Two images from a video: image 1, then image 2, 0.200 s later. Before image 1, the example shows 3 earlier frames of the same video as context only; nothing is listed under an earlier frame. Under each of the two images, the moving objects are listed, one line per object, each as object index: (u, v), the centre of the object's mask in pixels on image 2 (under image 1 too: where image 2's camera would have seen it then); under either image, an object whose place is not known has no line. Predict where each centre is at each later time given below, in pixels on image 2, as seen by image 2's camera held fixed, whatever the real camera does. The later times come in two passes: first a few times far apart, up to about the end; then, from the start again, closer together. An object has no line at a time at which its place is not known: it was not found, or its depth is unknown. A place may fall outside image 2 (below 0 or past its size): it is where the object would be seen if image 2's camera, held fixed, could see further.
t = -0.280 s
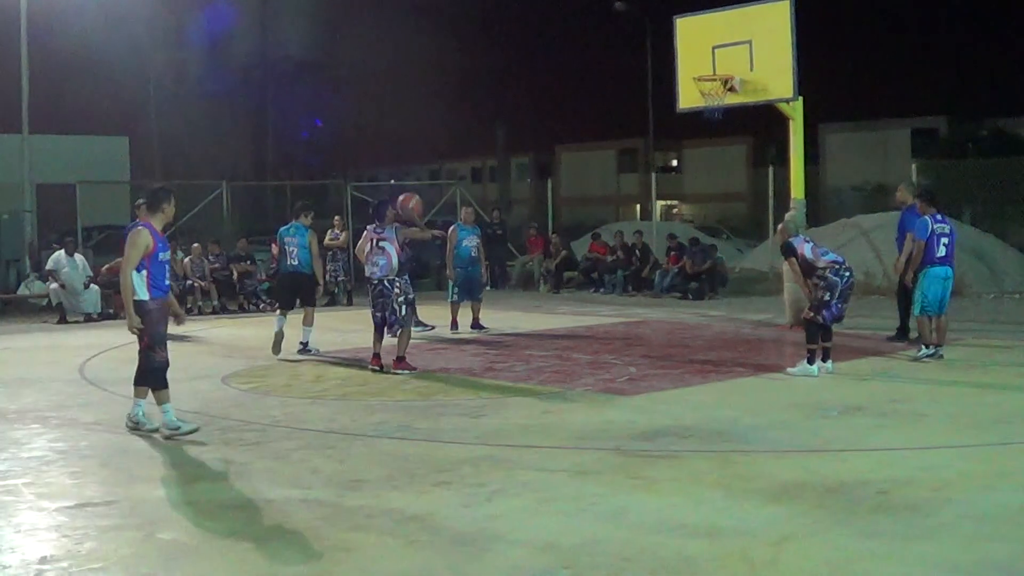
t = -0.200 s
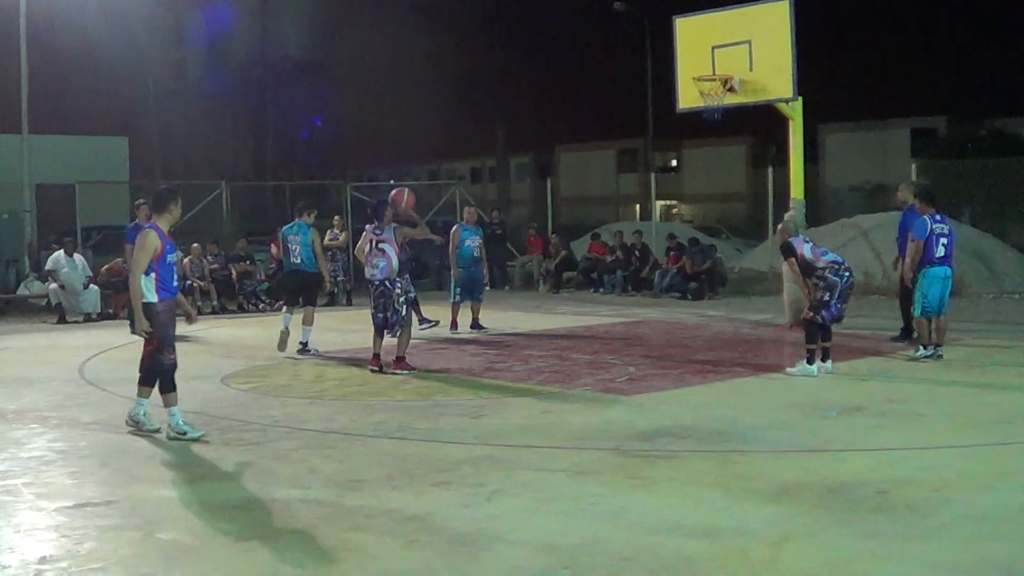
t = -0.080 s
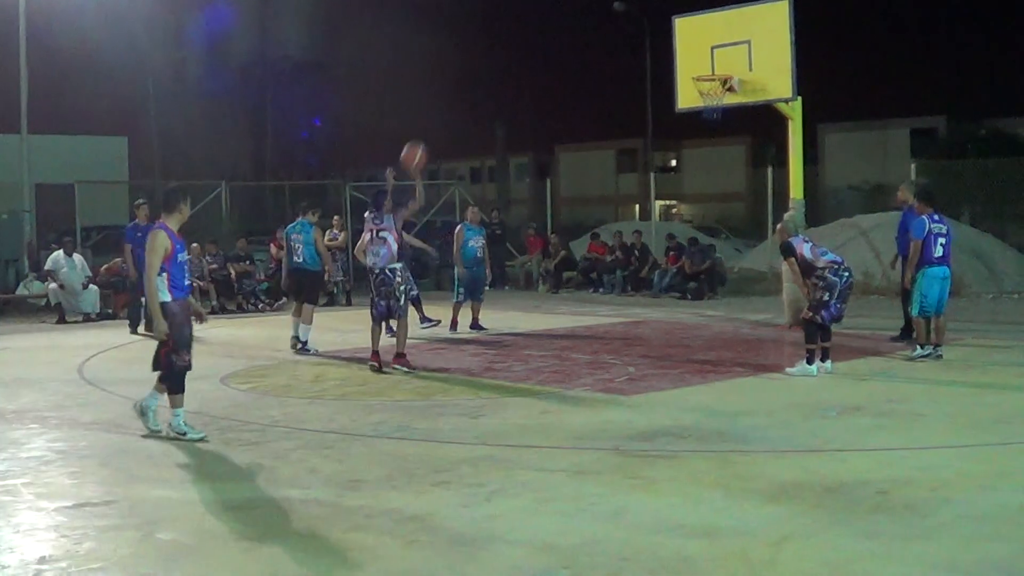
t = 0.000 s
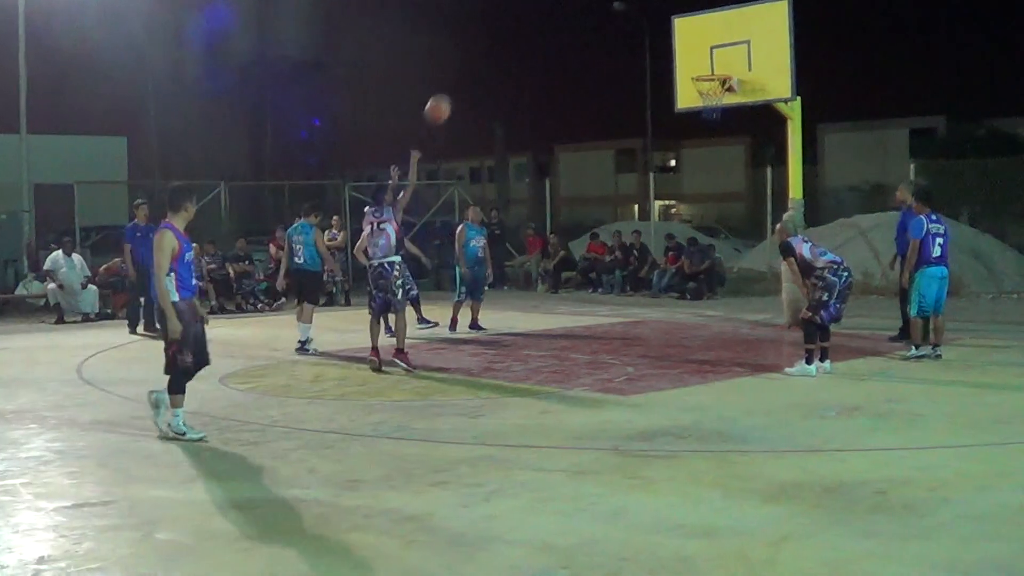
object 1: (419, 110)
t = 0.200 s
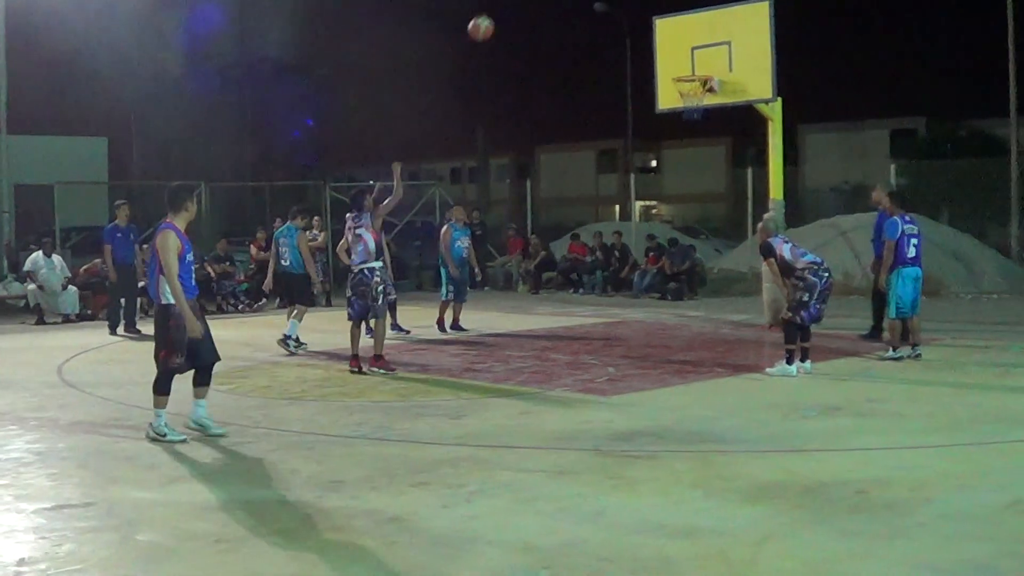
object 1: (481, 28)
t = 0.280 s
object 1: (503, 10)
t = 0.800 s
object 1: (633, 24)
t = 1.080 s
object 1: (648, 67)
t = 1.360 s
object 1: (613, 101)
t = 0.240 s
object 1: (492, 17)
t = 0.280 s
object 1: (503, 10)
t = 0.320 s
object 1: (514, 6)
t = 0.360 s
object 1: (525, 3)
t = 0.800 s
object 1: (633, 24)
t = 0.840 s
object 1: (642, 35)
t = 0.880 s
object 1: (649, 46)
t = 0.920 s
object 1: (657, 59)
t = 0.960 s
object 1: (666, 72)
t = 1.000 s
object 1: (660, 69)
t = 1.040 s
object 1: (654, 67)
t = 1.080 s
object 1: (648, 67)
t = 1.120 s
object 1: (644, 68)
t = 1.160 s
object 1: (638, 71)
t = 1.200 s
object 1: (633, 75)
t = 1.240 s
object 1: (628, 79)
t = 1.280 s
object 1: (623, 85)
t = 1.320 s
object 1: (618, 92)
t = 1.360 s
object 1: (613, 101)
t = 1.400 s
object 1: (608, 111)
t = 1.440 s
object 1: (603, 121)
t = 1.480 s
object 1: (598, 133)
